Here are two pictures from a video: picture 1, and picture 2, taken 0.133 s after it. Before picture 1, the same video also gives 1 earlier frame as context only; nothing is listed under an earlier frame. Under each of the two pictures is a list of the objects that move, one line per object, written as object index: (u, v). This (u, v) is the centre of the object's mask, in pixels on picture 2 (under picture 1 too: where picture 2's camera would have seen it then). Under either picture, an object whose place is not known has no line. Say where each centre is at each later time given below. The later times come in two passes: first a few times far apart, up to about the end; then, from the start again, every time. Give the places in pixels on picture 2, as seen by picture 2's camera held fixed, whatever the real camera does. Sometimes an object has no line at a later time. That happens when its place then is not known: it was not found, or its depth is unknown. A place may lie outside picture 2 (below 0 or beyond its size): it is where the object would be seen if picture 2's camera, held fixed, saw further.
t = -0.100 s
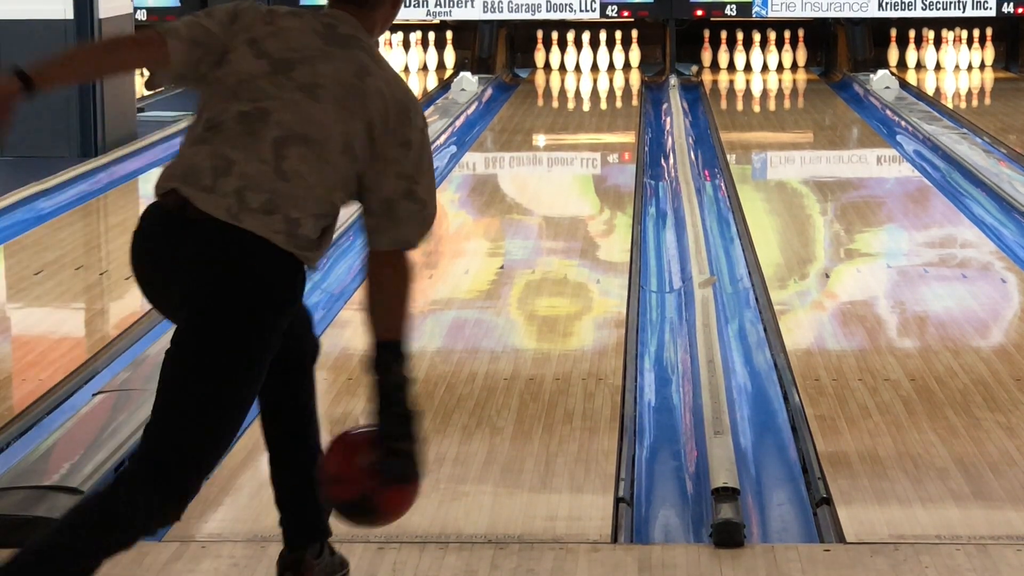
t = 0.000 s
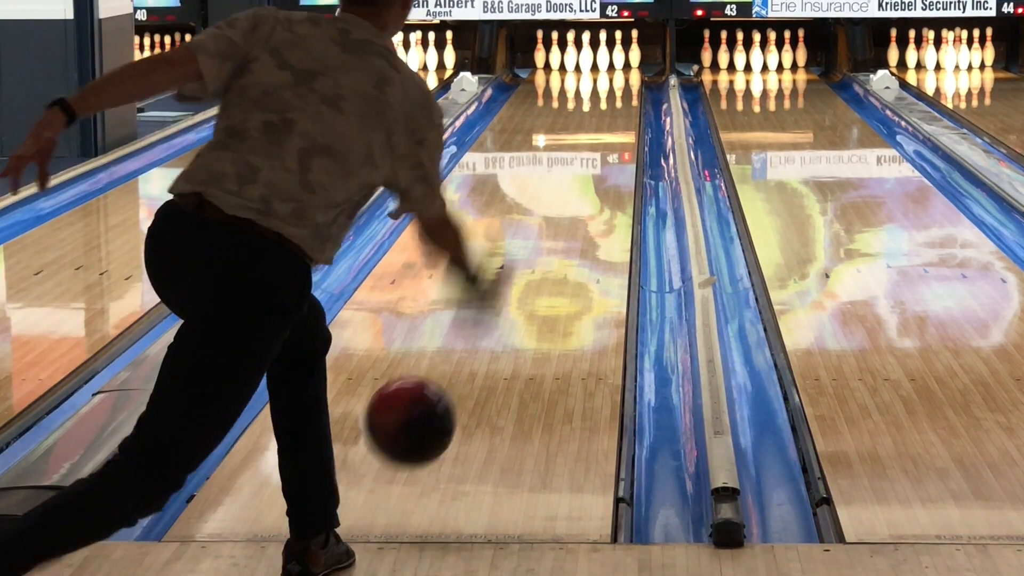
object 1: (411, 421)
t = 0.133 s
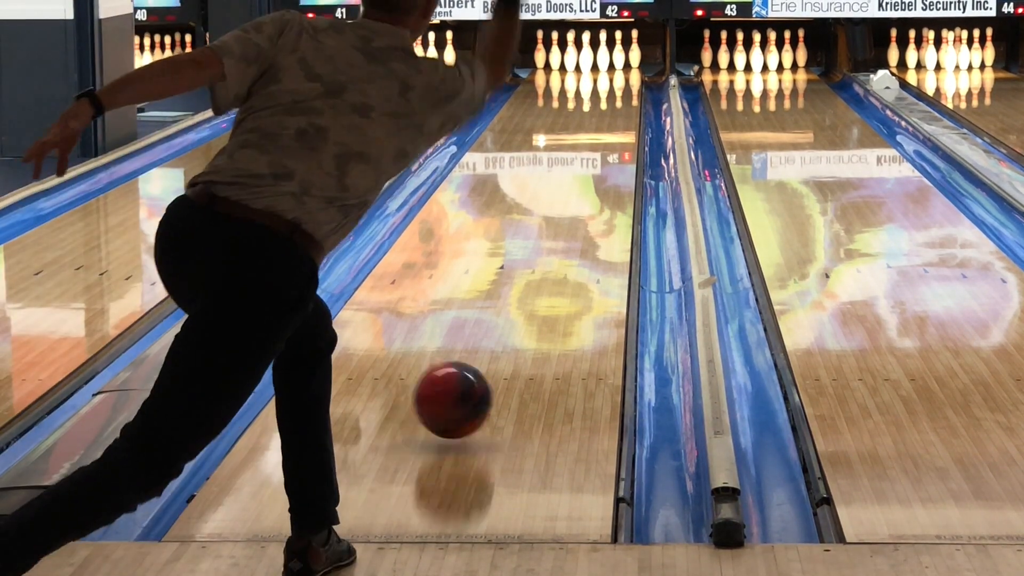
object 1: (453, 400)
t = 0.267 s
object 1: (484, 348)
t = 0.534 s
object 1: (529, 263)
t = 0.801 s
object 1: (558, 208)
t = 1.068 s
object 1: (577, 168)
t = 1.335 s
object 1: (590, 138)
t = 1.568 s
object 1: (599, 118)
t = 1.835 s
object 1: (604, 99)
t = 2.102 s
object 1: (606, 84)
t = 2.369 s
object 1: (603, 73)
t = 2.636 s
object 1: (595, 63)
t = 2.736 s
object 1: (598, 61)
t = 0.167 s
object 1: (462, 385)
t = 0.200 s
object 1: (470, 368)
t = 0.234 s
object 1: (477, 357)
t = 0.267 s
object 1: (484, 348)
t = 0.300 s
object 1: (490, 336)
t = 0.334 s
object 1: (497, 323)
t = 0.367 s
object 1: (504, 310)
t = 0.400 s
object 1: (509, 300)
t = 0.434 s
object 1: (514, 291)
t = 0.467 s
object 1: (519, 281)
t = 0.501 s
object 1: (524, 272)
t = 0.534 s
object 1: (529, 263)
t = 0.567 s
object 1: (533, 255)
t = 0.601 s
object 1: (537, 248)
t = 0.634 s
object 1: (541, 240)
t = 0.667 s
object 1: (545, 234)
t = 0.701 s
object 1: (548, 227)
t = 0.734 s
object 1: (552, 220)
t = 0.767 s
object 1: (554, 215)
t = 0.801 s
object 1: (558, 208)
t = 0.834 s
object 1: (560, 203)
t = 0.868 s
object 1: (563, 197)
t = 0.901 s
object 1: (566, 191)
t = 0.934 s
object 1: (568, 186)
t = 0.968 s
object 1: (570, 181)
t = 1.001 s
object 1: (573, 176)
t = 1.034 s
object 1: (575, 172)
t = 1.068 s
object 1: (577, 168)
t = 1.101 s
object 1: (579, 164)
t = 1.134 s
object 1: (581, 160)
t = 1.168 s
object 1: (582, 156)
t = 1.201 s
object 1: (584, 152)
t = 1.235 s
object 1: (586, 149)
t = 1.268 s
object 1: (588, 145)
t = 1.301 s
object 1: (589, 142)
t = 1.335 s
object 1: (590, 138)
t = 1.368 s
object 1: (592, 135)
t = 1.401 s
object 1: (593, 132)
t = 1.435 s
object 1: (594, 129)
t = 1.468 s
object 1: (596, 126)
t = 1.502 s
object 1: (597, 123)
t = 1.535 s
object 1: (598, 121)
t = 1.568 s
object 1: (599, 118)
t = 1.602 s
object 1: (599, 116)
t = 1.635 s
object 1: (600, 113)
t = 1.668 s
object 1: (601, 110)
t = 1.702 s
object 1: (602, 108)
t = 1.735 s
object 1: (603, 106)
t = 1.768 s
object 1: (603, 103)
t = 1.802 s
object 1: (604, 101)
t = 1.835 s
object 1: (604, 99)
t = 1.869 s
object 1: (605, 97)
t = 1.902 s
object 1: (605, 95)
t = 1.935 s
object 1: (606, 93)
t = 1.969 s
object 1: (606, 92)
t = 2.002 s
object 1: (606, 89)
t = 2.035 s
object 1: (606, 87)
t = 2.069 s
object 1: (606, 86)
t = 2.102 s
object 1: (606, 84)
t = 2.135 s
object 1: (606, 83)
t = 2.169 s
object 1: (606, 81)
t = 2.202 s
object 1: (605, 80)
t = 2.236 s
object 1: (604, 78)
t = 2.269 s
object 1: (604, 76)
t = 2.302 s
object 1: (604, 75)
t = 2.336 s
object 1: (603, 74)
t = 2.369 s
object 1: (603, 73)
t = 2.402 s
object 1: (602, 71)
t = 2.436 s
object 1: (601, 70)
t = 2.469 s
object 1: (600, 69)
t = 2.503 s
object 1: (599, 67)
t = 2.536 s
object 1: (598, 66)
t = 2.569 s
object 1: (597, 65)
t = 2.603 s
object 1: (596, 64)
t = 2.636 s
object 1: (595, 63)
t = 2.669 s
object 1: (597, 62)
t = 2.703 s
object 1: (598, 62)
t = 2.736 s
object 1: (598, 61)
